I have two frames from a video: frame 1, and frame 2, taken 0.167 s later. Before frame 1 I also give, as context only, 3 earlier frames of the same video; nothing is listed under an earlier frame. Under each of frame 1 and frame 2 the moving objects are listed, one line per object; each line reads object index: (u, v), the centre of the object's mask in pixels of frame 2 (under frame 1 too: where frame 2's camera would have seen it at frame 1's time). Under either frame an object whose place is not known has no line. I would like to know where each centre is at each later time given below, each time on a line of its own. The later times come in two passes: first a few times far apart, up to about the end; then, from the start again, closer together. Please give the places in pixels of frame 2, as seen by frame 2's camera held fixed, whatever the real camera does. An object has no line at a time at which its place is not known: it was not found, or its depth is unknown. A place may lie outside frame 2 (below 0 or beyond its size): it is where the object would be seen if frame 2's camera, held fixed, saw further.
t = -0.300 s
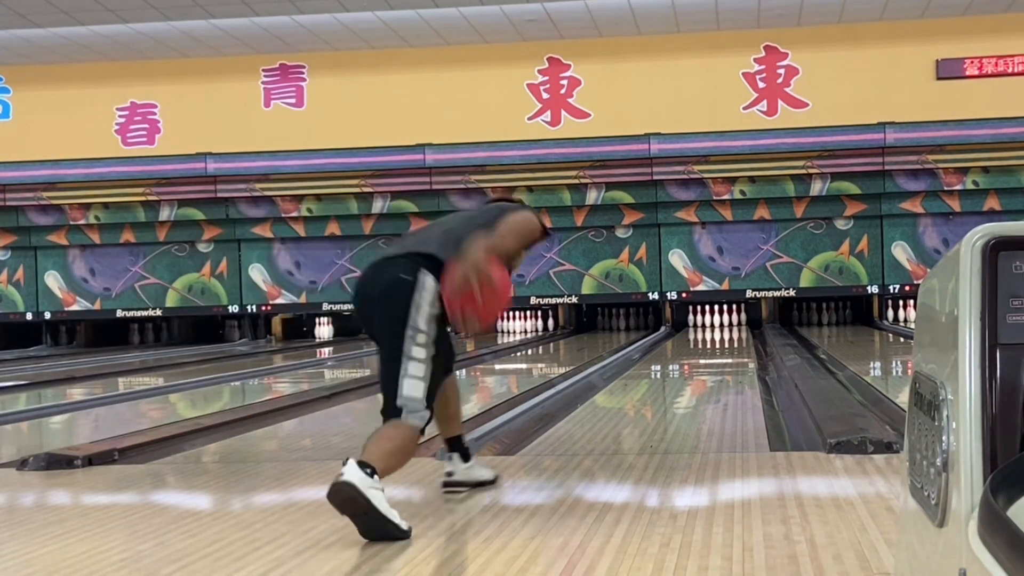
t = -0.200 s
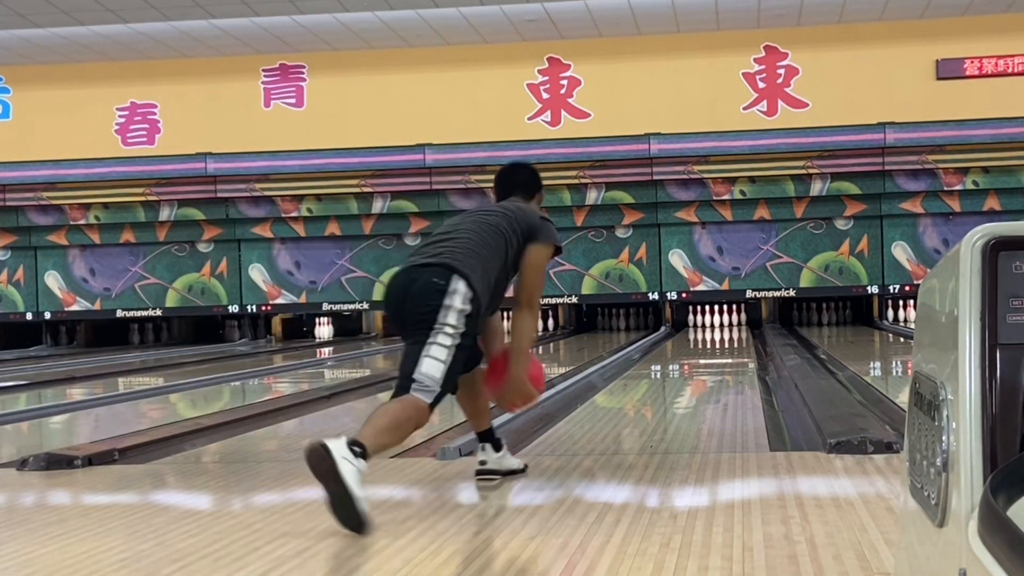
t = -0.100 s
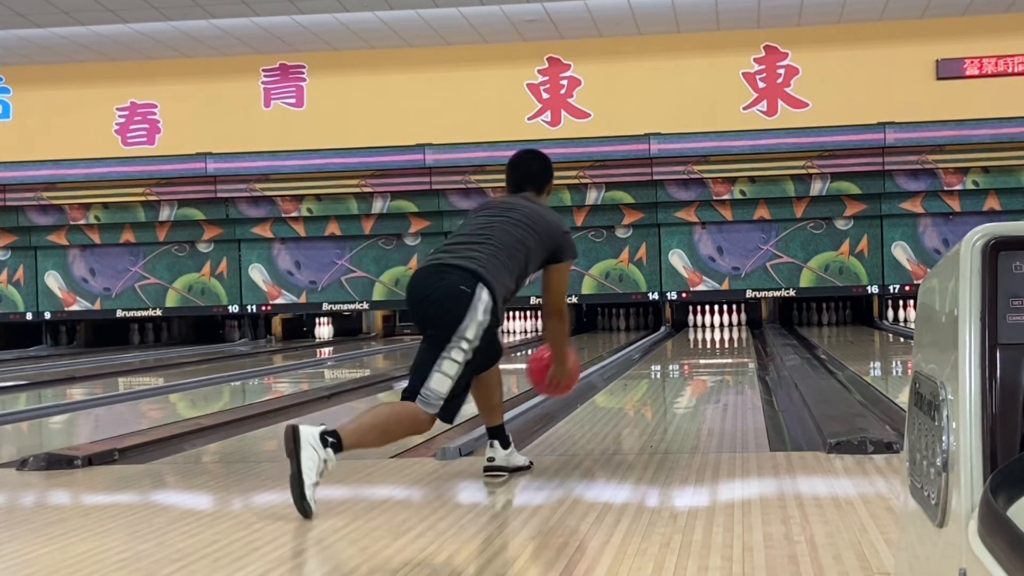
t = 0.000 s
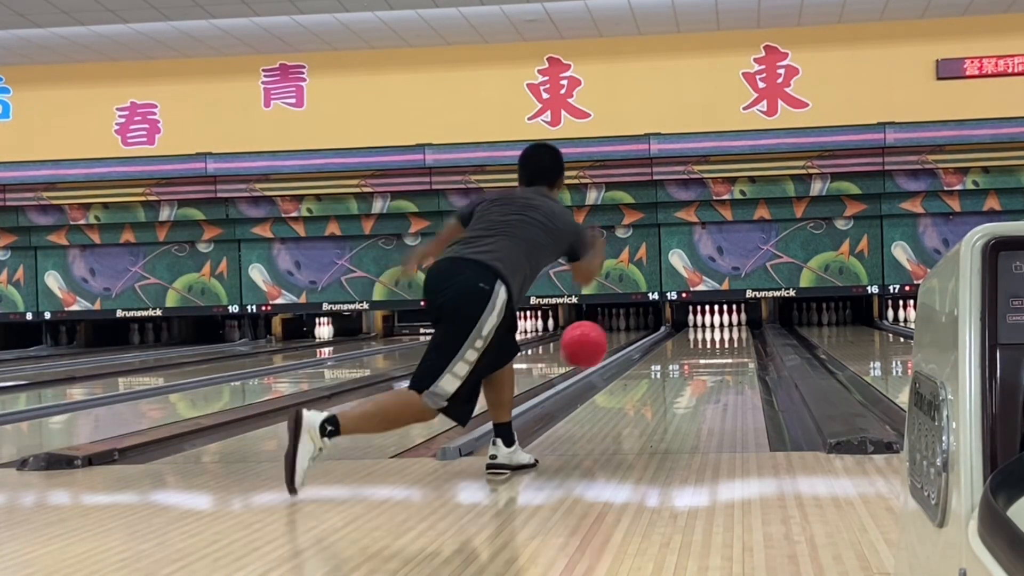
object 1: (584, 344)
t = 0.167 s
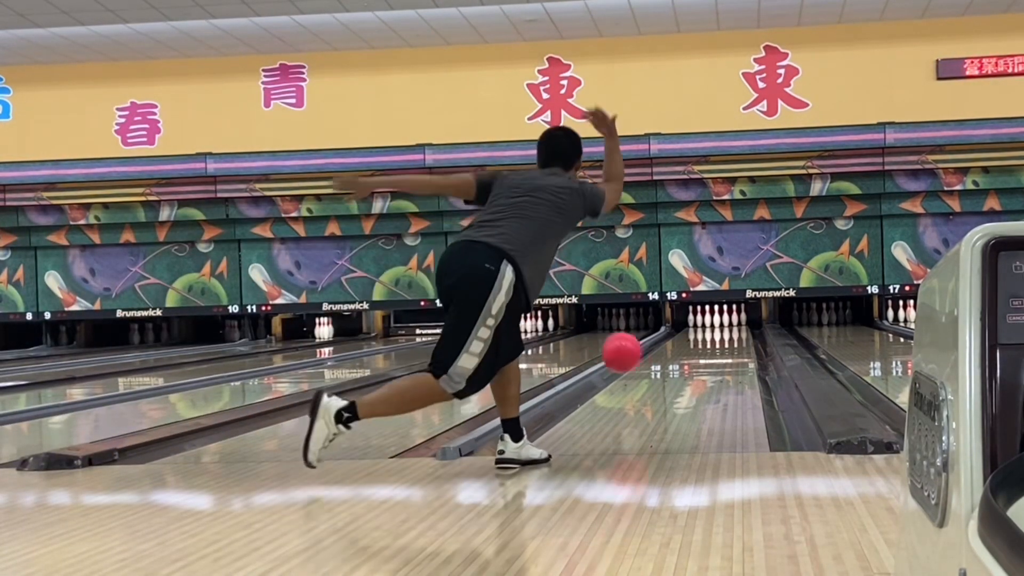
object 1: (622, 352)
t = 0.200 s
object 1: (629, 359)
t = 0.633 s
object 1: (683, 362)
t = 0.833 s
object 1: (697, 353)
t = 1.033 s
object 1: (708, 346)
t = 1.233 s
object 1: (716, 341)
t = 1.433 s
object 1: (722, 336)
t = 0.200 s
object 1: (629, 359)
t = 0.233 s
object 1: (634, 368)
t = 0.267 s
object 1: (640, 378)
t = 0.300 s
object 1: (645, 383)
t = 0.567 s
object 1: (677, 365)
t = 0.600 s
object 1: (680, 364)
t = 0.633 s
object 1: (683, 362)
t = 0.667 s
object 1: (686, 360)
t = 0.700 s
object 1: (688, 359)
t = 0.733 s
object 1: (691, 358)
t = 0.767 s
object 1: (693, 356)
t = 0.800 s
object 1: (695, 355)
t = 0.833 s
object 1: (697, 353)
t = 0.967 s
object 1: (705, 348)
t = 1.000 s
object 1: (706, 348)
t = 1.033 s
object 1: (708, 346)
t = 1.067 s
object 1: (710, 346)
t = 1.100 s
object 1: (712, 344)
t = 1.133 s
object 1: (713, 344)
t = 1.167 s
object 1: (714, 343)
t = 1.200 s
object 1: (714, 342)
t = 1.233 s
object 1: (716, 341)
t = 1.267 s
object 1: (717, 340)
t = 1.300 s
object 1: (718, 339)
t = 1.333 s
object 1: (720, 338)
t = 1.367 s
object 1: (721, 337)
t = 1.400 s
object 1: (721, 337)
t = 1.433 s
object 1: (722, 336)
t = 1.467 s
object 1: (723, 336)
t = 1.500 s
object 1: (724, 335)
